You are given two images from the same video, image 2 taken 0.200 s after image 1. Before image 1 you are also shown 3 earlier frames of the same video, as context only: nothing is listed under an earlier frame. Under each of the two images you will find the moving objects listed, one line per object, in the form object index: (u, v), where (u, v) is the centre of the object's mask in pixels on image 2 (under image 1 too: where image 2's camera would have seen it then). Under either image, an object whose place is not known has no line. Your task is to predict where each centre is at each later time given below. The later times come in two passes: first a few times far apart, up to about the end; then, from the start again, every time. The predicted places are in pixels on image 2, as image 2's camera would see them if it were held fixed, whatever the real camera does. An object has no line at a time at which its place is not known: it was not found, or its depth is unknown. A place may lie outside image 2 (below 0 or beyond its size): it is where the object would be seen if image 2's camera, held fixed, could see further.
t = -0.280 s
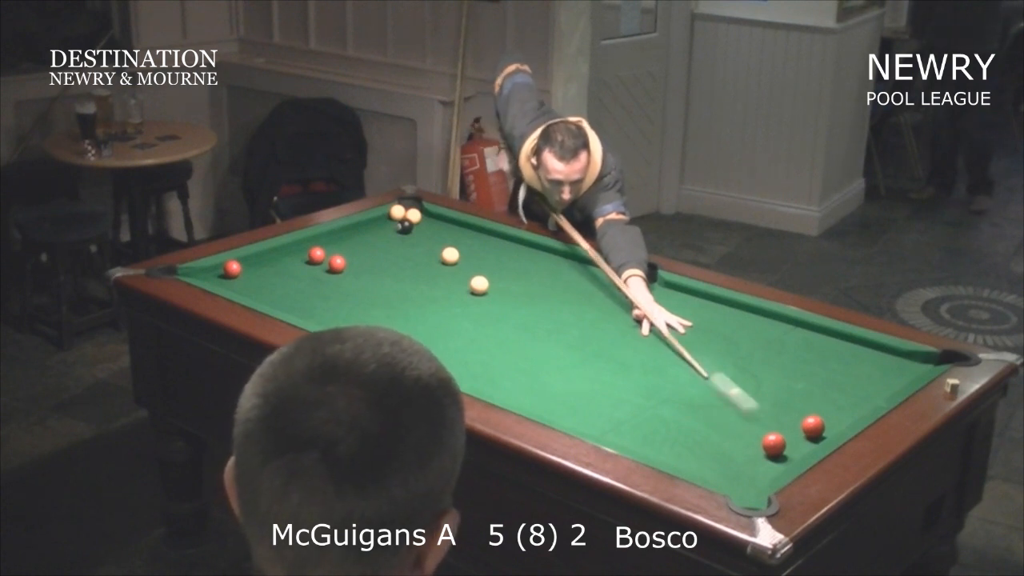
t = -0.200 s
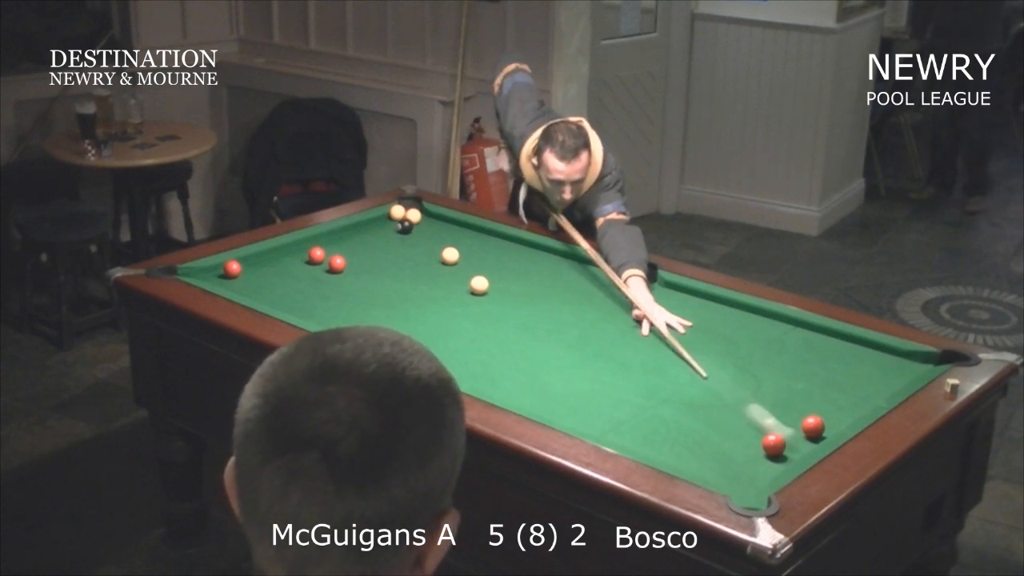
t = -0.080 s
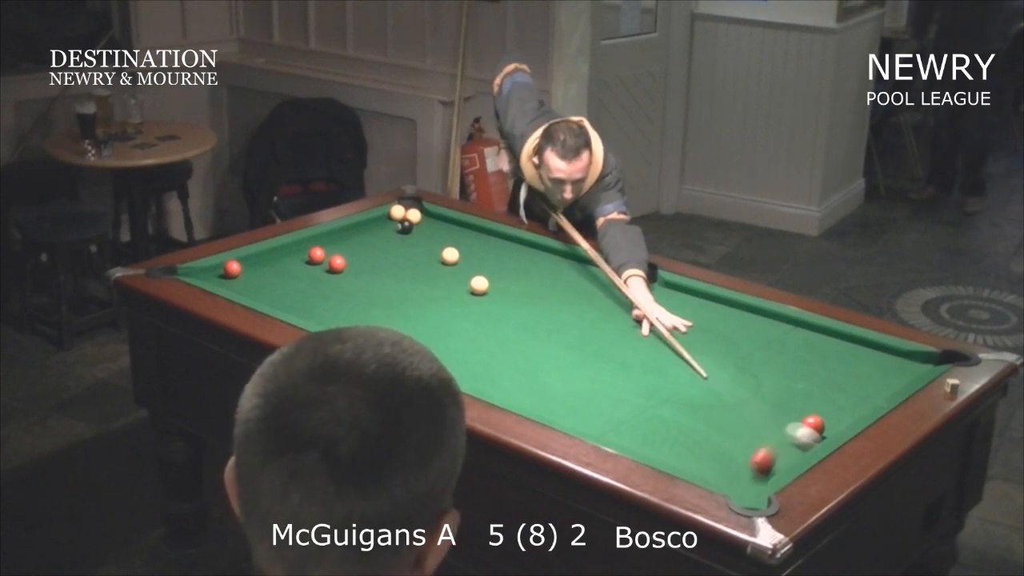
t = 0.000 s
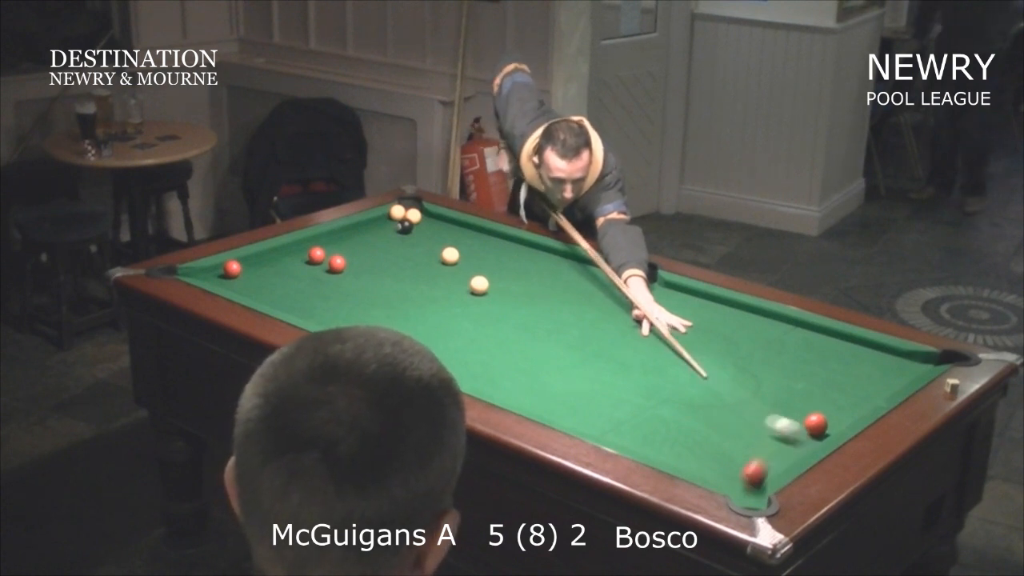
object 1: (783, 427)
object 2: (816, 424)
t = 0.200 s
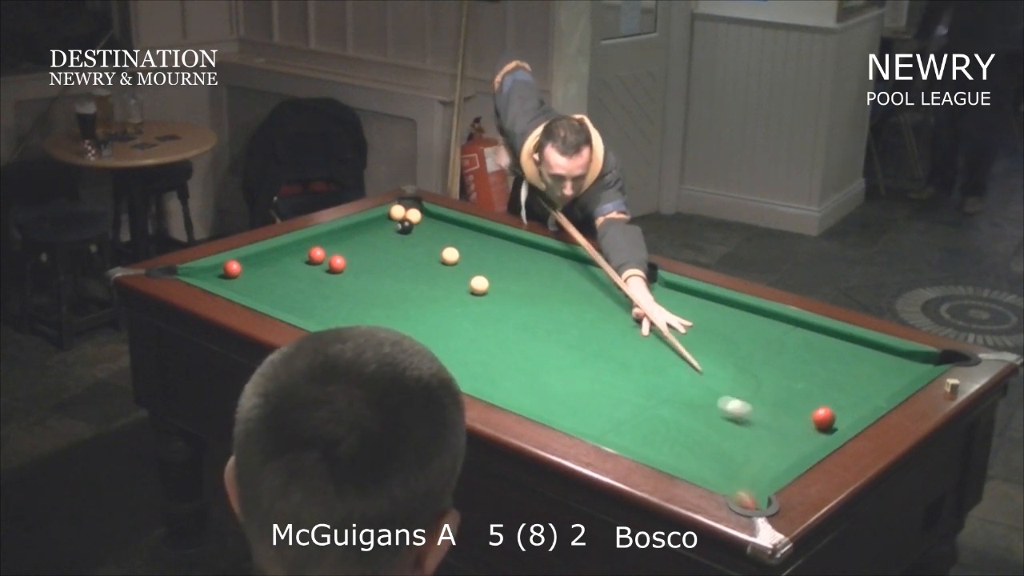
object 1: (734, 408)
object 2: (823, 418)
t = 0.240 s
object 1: (725, 405)
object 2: (825, 417)
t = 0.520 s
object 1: (666, 382)
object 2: (833, 410)
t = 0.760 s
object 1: (620, 365)
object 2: (839, 405)
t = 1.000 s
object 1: (579, 350)
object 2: (843, 401)
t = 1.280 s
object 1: (536, 333)
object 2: (846, 398)
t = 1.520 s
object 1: (503, 321)
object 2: (848, 396)
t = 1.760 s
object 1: (474, 309)
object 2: (849, 396)
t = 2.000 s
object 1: (448, 299)
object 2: (849, 396)
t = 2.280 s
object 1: (421, 289)
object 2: (849, 396)
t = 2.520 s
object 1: (400, 280)
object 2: (849, 396)
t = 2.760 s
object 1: (382, 273)
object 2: (849, 396)
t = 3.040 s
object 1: (362, 265)
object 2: (849, 396)
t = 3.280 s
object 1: (349, 259)
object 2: (849, 396)
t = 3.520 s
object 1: (335, 252)
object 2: (849, 396)
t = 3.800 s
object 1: (323, 247)
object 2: (849, 396)
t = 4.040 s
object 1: (311, 244)
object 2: (849, 396)
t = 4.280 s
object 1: (304, 242)
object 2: (849, 396)
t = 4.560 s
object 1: (309, 243)
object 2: (849, 396)
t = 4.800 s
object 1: (313, 243)
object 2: (849, 396)
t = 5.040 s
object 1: (316, 243)
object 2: (849, 396)
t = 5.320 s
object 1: (318, 244)
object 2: (849, 396)
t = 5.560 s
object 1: (319, 244)
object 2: (849, 396)
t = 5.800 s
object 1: (319, 244)
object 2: (849, 396)
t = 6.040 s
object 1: (319, 244)
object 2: (849, 396)
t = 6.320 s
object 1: (319, 244)
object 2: (849, 396)
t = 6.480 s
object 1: (319, 244)
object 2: (849, 396)
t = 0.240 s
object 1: (725, 405)
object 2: (825, 417)
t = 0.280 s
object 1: (716, 402)
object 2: (826, 416)
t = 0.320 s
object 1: (707, 398)
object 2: (827, 415)
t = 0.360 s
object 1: (699, 395)
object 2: (828, 414)
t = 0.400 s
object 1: (690, 392)
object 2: (830, 413)
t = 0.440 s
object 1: (681, 388)
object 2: (831, 412)
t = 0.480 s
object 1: (673, 385)
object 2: (832, 411)
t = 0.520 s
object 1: (666, 382)
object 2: (833, 410)
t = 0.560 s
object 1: (657, 379)
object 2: (834, 409)
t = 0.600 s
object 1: (649, 376)
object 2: (836, 408)
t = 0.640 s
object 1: (642, 373)
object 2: (837, 407)
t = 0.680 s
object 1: (635, 371)
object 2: (837, 407)
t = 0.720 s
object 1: (627, 368)
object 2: (838, 406)
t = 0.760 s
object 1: (620, 365)
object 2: (839, 405)
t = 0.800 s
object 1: (613, 362)
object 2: (840, 404)
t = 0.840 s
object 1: (606, 360)
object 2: (841, 404)
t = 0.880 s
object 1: (599, 357)
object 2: (841, 403)
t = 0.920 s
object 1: (592, 355)
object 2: (842, 403)
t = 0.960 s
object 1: (586, 352)
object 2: (843, 402)
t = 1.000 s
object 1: (579, 350)
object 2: (843, 401)
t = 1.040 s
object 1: (573, 347)
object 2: (844, 401)
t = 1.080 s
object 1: (566, 345)
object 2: (844, 400)
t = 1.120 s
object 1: (560, 342)
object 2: (845, 400)
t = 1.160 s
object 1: (554, 340)
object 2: (845, 399)
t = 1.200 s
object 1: (547, 338)
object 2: (846, 399)
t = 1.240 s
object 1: (542, 336)
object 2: (846, 398)
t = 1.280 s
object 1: (536, 333)
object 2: (846, 398)
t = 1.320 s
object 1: (531, 331)
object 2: (847, 398)
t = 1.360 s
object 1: (525, 329)
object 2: (847, 397)
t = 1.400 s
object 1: (519, 327)
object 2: (848, 397)
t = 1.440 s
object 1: (514, 325)
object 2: (848, 397)
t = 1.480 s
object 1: (509, 323)
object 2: (848, 397)
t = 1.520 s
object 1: (503, 321)
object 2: (848, 396)
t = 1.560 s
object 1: (499, 319)
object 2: (849, 397)
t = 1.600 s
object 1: (494, 317)
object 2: (849, 396)
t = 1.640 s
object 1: (489, 315)
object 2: (849, 396)
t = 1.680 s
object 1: (484, 313)
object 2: (849, 396)
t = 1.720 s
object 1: (479, 311)
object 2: (849, 396)
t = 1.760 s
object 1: (474, 309)
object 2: (849, 396)
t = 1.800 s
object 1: (470, 307)
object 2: (849, 396)
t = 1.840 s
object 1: (465, 306)
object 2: (849, 396)
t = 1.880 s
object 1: (460, 304)
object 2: (849, 396)
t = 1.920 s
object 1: (456, 302)
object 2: (849, 396)
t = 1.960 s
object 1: (452, 301)
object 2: (849, 396)
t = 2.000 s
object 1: (448, 299)
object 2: (849, 396)
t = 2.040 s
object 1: (444, 298)
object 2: (849, 396)
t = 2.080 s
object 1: (440, 296)
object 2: (849, 396)
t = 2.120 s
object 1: (436, 294)
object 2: (849, 396)
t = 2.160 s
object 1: (432, 293)
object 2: (849, 396)
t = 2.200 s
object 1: (428, 292)
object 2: (849, 396)
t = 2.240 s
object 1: (424, 290)
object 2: (849, 396)
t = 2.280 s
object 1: (421, 289)
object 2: (849, 396)
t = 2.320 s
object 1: (417, 287)
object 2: (849, 396)
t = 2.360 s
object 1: (413, 286)
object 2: (849, 396)
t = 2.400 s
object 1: (410, 284)
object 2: (849, 396)
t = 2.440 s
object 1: (407, 283)
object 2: (849, 396)
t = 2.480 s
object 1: (404, 282)
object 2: (849, 396)
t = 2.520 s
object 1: (400, 280)
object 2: (849, 396)
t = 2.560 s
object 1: (397, 279)
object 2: (849, 396)
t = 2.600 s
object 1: (394, 278)
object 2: (849, 396)
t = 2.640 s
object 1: (391, 276)
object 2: (849, 396)
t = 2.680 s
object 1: (387, 275)
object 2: (849, 396)
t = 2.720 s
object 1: (385, 274)
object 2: (849, 396)
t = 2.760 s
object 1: (382, 273)
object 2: (849, 396)
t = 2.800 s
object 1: (379, 272)
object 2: (849, 396)
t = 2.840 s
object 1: (376, 271)
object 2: (849, 396)
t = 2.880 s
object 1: (373, 269)
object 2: (849, 396)
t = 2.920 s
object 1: (370, 269)
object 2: (849, 396)
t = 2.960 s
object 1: (367, 267)
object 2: (849, 396)
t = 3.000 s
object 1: (365, 266)
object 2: (849, 396)
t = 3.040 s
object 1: (362, 265)
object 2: (849, 396)
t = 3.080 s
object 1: (360, 264)
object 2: (849, 396)
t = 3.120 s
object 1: (357, 263)
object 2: (849, 396)
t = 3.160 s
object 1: (355, 262)
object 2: (849, 396)
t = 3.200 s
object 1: (353, 261)
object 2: (849, 396)
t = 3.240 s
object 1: (351, 260)
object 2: (849, 396)
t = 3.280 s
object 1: (349, 259)
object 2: (849, 396)
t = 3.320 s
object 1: (347, 257)
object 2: (849, 396)
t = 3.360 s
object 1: (345, 256)
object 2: (849, 396)
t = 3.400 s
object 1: (343, 255)
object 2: (849, 396)
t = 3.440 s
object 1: (340, 253)
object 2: (849, 396)
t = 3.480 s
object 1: (338, 253)
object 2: (849, 396)
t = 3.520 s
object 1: (335, 252)
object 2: (849, 396)
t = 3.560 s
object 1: (333, 252)
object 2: (849, 396)
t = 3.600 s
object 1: (331, 251)
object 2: (849, 396)
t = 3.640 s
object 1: (329, 251)
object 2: (849, 396)
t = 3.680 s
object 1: (328, 250)
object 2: (849, 396)
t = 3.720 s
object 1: (326, 249)
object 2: (849, 396)
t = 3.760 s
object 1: (325, 248)
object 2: (849, 396)
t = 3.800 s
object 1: (323, 247)
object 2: (849, 396)
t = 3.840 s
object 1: (321, 246)
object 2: (849, 396)
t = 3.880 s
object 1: (319, 245)
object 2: (849, 396)
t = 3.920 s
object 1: (318, 244)
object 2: (849, 396)
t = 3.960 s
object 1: (315, 244)
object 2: (849, 396)
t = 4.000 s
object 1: (313, 244)
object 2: (849, 396)
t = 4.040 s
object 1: (311, 244)
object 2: (849, 396)
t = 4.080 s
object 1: (310, 243)
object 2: (849, 396)
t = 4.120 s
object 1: (309, 243)
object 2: (849, 396)
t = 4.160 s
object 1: (307, 243)
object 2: (849, 396)
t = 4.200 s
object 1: (306, 243)
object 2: (849, 396)
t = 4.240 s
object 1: (305, 242)
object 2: (849, 396)
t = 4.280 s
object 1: (304, 242)
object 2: (849, 396)
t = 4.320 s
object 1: (304, 242)
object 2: (849, 396)
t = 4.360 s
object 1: (305, 242)
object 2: (849, 396)
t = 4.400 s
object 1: (305, 242)
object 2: (849, 396)
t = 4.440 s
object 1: (306, 243)
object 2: (849, 396)
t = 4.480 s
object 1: (307, 243)
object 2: (849, 396)
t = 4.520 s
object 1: (308, 243)
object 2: (849, 396)
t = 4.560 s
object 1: (309, 243)
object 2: (849, 396)
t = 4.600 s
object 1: (310, 243)
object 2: (849, 396)
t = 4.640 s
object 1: (310, 243)
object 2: (849, 396)
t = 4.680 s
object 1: (311, 243)
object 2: (849, 396)
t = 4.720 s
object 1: (312, 243)
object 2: (849, 396)
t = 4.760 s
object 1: (312, 243)
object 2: (849, 396)
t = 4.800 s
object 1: (313, 243)
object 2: (849, 396)
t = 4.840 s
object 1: (314, 243)
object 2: (849, 396)
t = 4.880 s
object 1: (315, 243)
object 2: (849, 396)
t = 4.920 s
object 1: (315, 243)
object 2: (849, 396)
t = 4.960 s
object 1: (316, 243)
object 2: (849, 396)
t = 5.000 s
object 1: (316, 243)
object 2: (849, 396)
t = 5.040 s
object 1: (316, 243)
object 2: (849, 396)
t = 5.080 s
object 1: (317, 243)
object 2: (849, 396)
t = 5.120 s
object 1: (317, 244)
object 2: (849, 396)
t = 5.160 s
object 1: (317, 244)
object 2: (849, 396)
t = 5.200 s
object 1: (318, 244)
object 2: (849, 396)
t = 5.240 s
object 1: (318, 244)
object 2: (849, 396)
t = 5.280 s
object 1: (318, 244)
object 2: (849, 396)
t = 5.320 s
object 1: (318, 244)
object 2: (849, 396)
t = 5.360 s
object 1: (318, 244)
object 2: (849, 396)
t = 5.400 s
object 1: (318, 244)
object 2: (849, 396)
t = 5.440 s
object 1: (318, 244)
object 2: (849, 396)
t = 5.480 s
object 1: (319, 244)
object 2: (849, 396)
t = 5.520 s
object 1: (319, 244)
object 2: (849, 396)
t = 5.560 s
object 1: (319, 244)
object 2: (849, 396)
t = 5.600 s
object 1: (319, 244)
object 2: (849, 396)
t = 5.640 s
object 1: (319, 244)
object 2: (849, 396)
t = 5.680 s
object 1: (319, 244)
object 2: (849, 396)
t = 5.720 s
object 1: (319, 244)
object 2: (849, 396)
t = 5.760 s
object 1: (319, 244)
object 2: (849, 396)
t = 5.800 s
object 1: (319, 244)
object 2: (849, 396)
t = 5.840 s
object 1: (319, 244)
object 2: (849, 396)
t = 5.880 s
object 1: (319, 244)
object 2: (849, 396)
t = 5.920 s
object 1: (319, 244)
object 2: (849, 396)
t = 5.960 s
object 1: (319, 244)
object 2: (849, 396)
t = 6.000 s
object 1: (319, 244)
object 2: (849, 396)
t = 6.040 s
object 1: (319, 244)
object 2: (849, 396)
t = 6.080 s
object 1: (319, 244)
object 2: (849, 396)
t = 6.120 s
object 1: (319, 244)
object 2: (849, 396)
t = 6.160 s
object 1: (319, 244)
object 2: (849, 396)
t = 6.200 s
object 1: (319, 244)
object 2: (849, 396)
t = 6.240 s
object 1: (319, 244)
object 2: (849, 396)
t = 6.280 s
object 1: (319, 244)
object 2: (849, 396)
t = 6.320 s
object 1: (319, 244)
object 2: (849, 396)
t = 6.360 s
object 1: (319, 244)
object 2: (849, 396)
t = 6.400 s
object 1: (319, 244)
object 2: (849, 396)
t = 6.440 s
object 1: (319, 244)
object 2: (849, 396)
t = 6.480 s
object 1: (319, 244)
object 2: (849, 396)
